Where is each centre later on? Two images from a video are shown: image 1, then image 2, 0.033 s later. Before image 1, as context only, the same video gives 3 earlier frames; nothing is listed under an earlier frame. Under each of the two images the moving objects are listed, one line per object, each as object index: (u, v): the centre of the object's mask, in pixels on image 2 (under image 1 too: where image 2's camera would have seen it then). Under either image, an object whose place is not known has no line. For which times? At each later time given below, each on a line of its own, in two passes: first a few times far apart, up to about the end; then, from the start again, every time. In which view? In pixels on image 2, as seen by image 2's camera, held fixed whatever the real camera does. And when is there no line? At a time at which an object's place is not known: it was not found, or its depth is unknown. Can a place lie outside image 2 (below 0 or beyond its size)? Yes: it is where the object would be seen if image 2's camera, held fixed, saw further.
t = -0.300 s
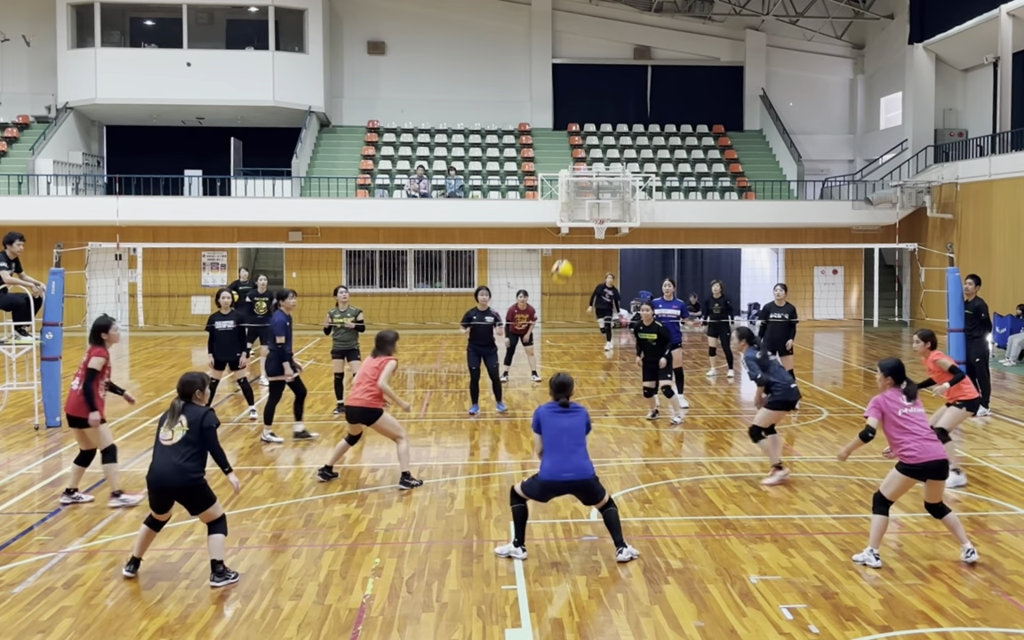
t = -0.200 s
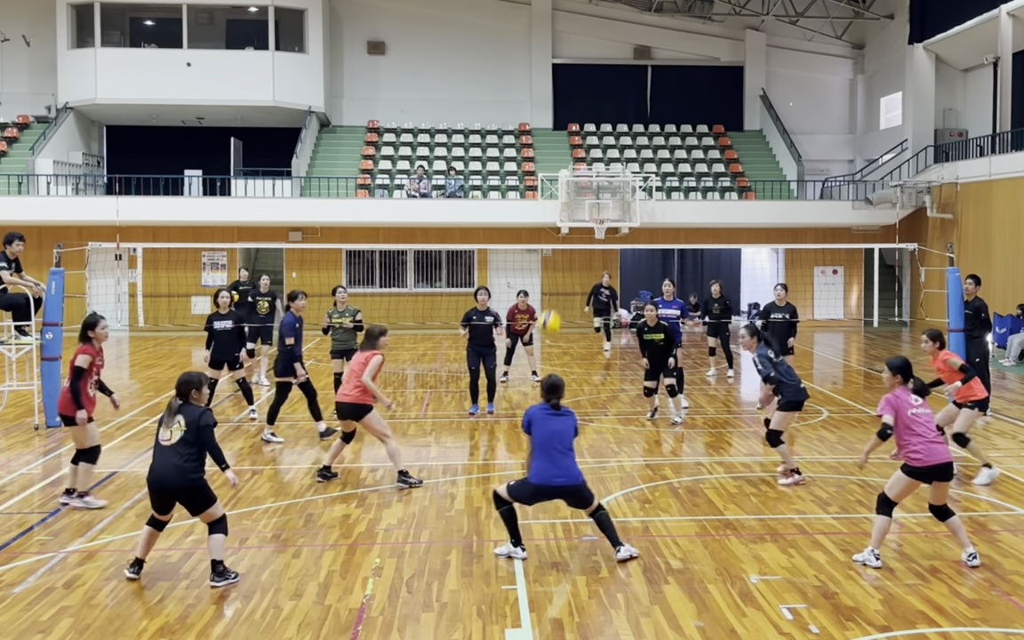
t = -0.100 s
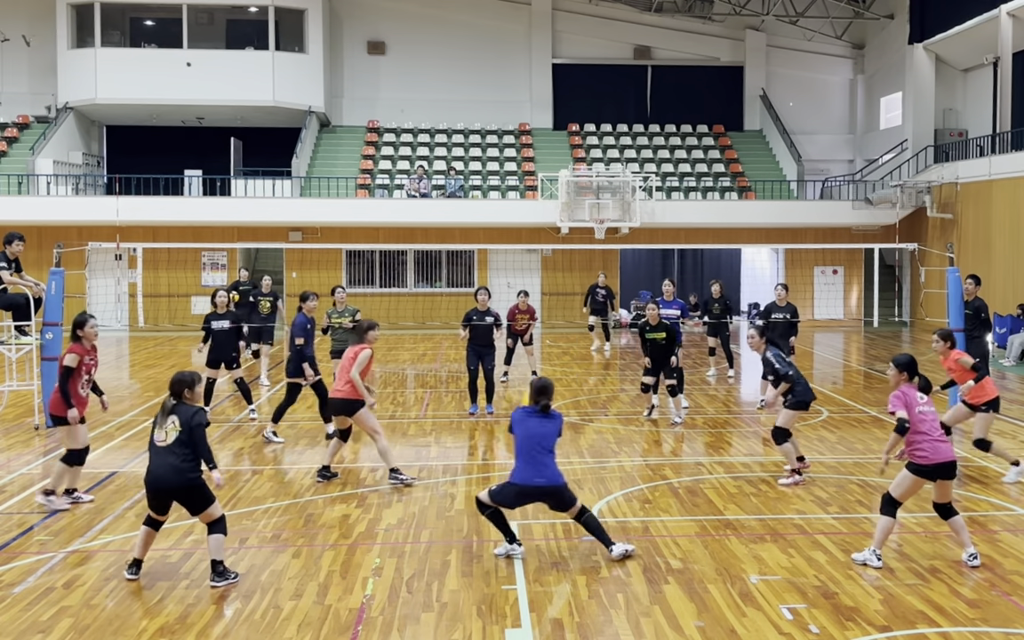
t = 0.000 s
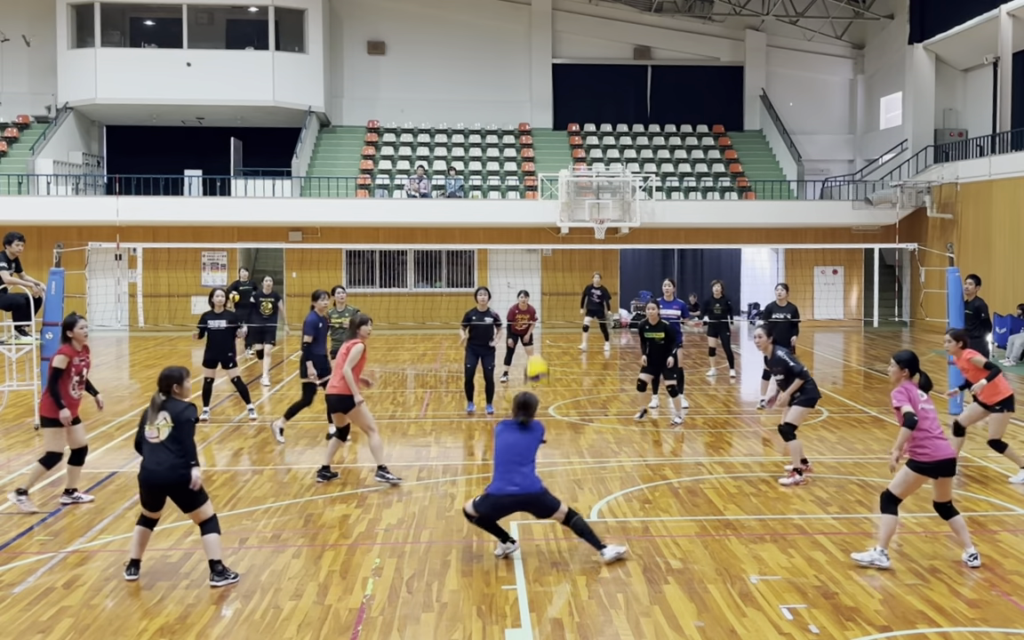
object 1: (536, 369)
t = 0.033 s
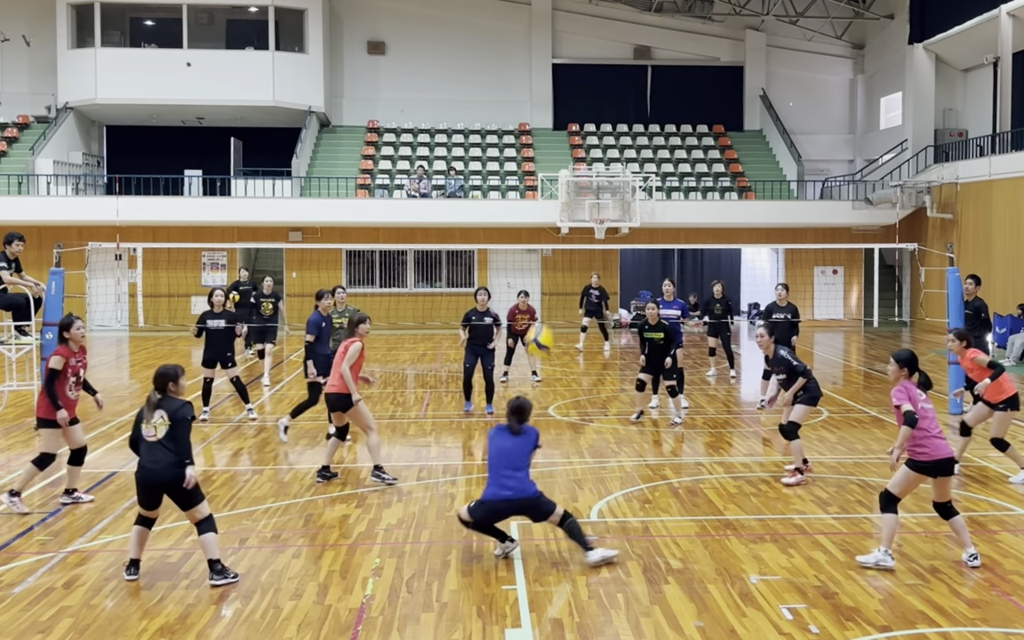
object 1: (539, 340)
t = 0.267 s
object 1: (560, 181)
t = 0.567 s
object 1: (582, 90)
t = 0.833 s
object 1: (601, 98)
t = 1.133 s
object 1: (620, 191)
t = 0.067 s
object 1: (543, 312)
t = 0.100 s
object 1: (547, 286)
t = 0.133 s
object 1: (549, 262)
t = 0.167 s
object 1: (551, 239)
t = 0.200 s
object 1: (554, 220)
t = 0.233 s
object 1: (558, 199)
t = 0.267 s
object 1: (560, 181)
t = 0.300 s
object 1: (563, 164)
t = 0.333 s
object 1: (565, 151)
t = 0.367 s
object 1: (568, 137)
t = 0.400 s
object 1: (571, 125)
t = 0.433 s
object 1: (573, 115)
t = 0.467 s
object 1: (575, 108)
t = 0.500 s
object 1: (578, 100)
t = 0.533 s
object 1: (580, 95)
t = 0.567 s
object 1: (582, 90)
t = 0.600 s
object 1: (585, 86)
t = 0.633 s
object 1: (587, 84)
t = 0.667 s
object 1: (589, 84)
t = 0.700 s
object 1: (592, 84)
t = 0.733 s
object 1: (594, 86)
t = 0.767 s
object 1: (596, 88)
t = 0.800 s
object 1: (598, 92)
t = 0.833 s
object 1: (601, 98)
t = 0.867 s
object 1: (603, 104)
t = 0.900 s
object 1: (605, 111)
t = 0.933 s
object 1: (607, 119)
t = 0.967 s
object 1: (609, 128)
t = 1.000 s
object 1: (611, 138)
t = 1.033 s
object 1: (613, 151)
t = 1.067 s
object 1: (615, 162)
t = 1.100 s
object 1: (617, 175)
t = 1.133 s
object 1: (620, 191)
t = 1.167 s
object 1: (621, 204)
